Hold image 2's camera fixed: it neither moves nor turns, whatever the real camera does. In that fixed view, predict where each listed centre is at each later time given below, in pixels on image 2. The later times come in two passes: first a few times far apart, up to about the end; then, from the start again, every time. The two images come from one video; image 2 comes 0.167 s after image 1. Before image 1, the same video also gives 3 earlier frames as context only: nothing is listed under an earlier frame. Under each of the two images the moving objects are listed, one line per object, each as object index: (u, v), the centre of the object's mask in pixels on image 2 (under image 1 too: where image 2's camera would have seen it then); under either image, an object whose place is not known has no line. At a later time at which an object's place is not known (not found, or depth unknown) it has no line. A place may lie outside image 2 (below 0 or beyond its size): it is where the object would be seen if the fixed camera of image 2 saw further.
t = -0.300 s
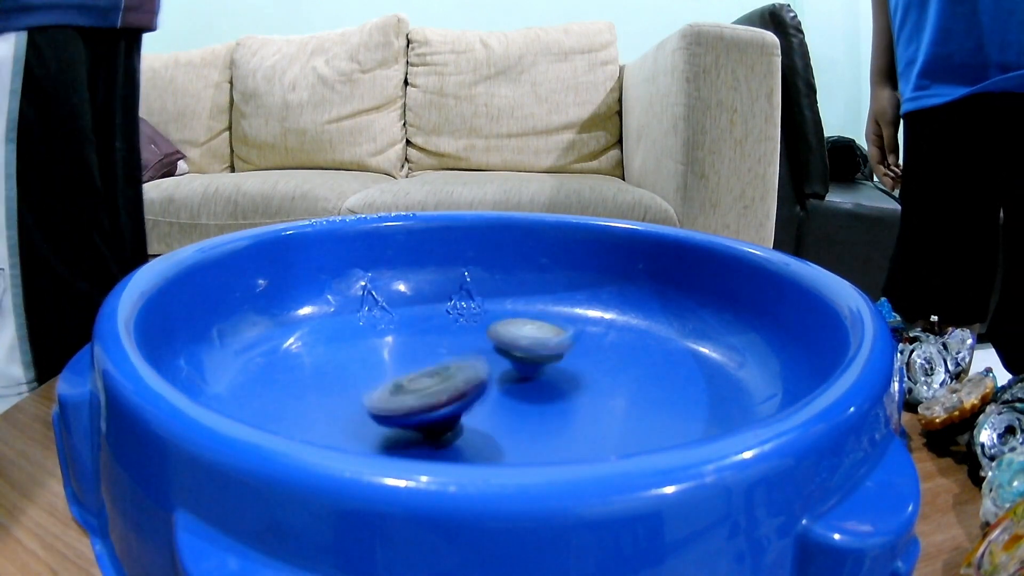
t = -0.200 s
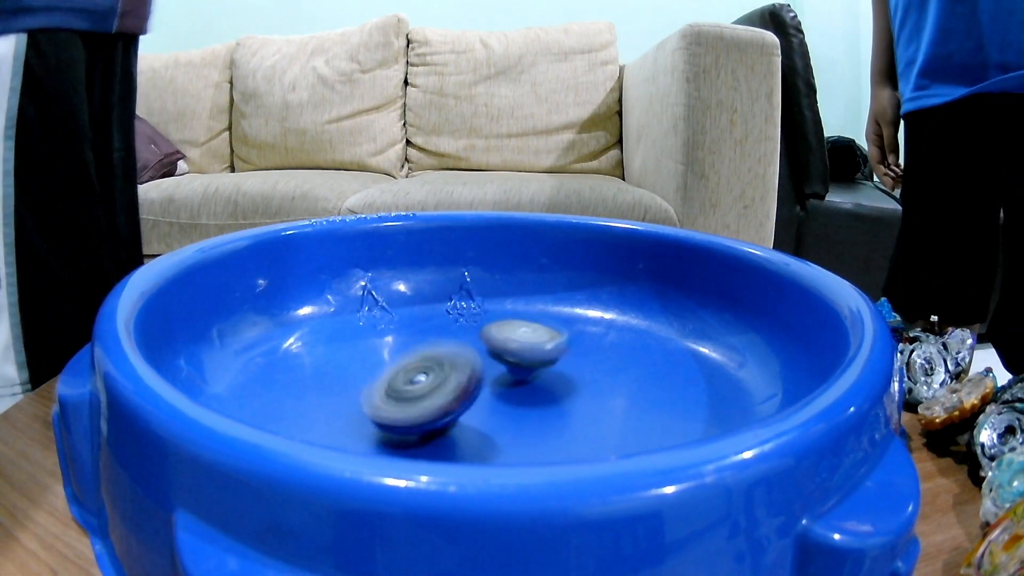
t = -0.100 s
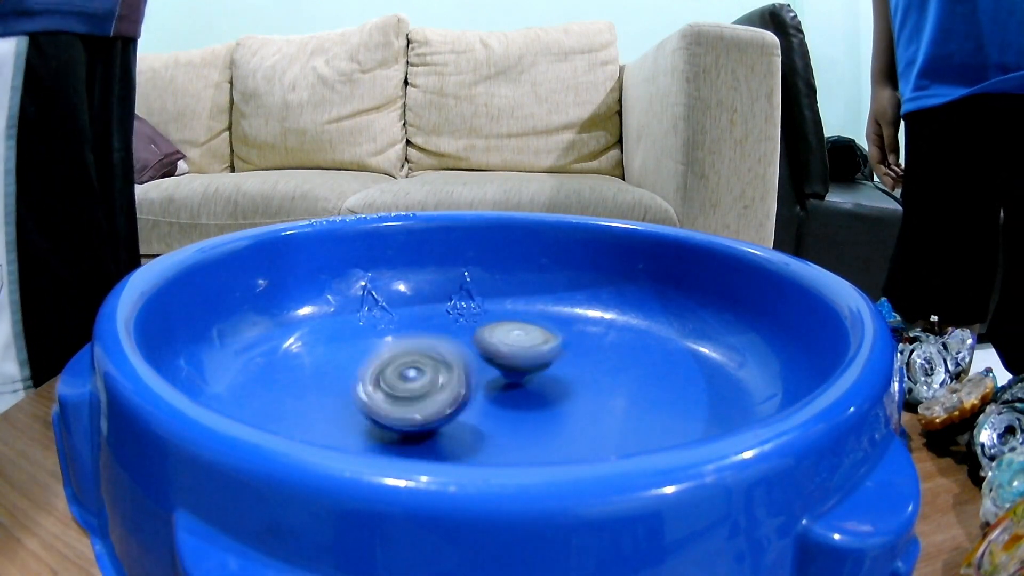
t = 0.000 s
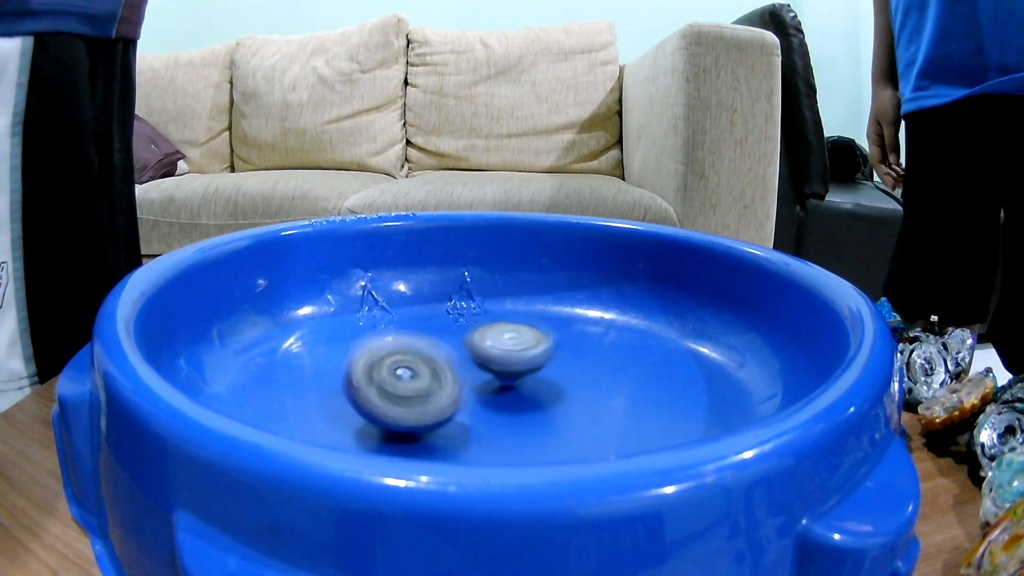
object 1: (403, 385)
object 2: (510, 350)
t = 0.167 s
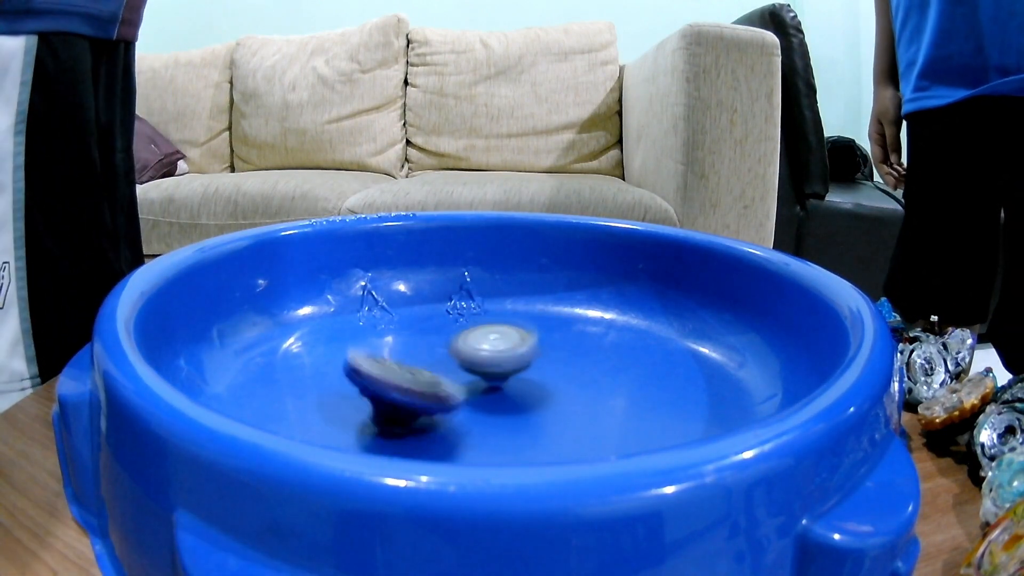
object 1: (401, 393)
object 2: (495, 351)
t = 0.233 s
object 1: (403, 392)
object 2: (491, 351)
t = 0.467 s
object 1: (409, 379)
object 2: (494, 353)
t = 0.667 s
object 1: (392, 372)
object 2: (499, 357)
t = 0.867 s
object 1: (387, 382)
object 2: (499, 360)
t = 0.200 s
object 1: (405, 392)
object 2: (493, 351)
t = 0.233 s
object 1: (403, 392)
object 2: (491, 351)
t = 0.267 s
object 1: (404, 393)
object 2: (490, 351)
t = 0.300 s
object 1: (407, 391)
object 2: (491, 351)
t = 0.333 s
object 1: (410, 391)
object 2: (492, 350)
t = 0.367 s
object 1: (410, 388)
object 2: (491, 351)
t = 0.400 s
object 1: (410, 384)
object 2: (494, 351)
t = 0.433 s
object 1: (412, 382)
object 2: (494, 352)
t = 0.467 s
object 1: (409, 379)
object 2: (494, 353)
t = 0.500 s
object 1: (404, 374)
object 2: (497, 353)
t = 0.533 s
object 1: (402, 373)
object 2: (497, 355)
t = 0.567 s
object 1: (399, 371)
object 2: (497, 355)
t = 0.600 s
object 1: (394, 371)
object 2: (499, 355)
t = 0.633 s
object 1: (392, 371)
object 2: (499, 356)
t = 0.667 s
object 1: (392, 372)
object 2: (499, 357)
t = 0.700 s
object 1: (390, 373)
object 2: (498, 358)
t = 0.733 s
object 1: (387, 372)
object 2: (497, 359)
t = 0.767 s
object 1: (387, 375)
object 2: (496, 360)
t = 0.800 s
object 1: (386, 376)
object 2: (495, 361)
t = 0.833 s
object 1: (390, 382)
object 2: (493, 362)
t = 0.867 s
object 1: (387, 382)
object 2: (499, 360)
